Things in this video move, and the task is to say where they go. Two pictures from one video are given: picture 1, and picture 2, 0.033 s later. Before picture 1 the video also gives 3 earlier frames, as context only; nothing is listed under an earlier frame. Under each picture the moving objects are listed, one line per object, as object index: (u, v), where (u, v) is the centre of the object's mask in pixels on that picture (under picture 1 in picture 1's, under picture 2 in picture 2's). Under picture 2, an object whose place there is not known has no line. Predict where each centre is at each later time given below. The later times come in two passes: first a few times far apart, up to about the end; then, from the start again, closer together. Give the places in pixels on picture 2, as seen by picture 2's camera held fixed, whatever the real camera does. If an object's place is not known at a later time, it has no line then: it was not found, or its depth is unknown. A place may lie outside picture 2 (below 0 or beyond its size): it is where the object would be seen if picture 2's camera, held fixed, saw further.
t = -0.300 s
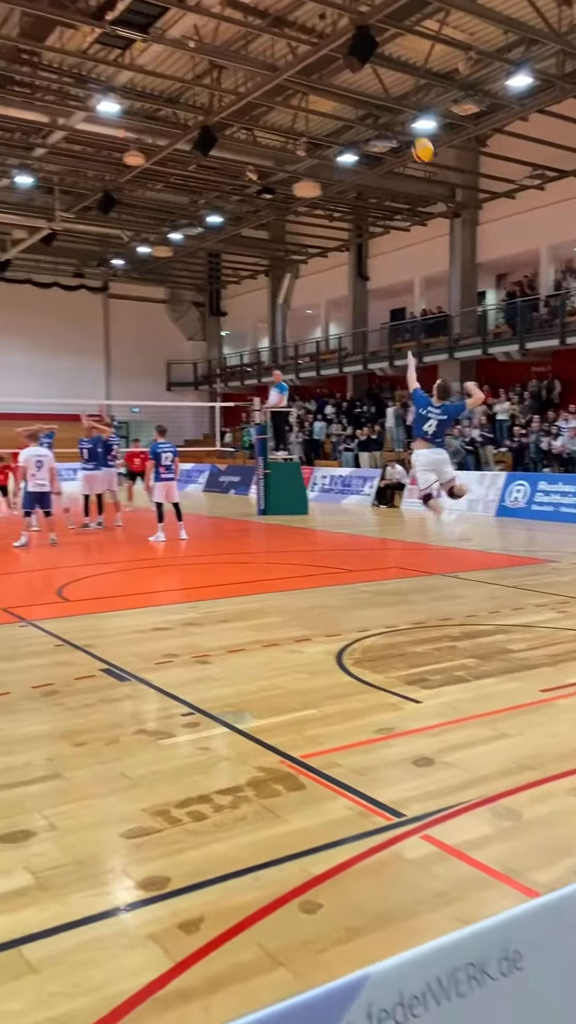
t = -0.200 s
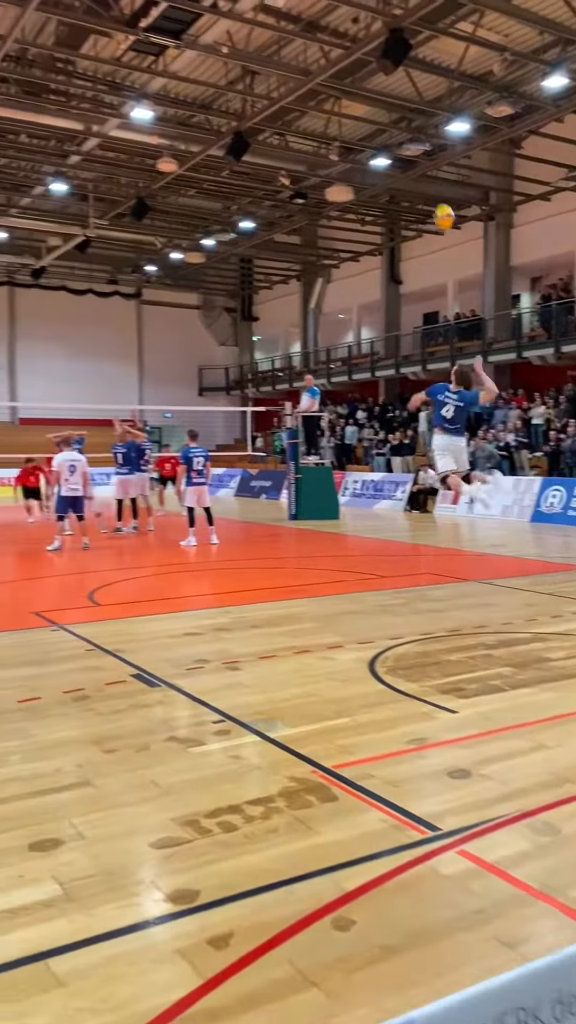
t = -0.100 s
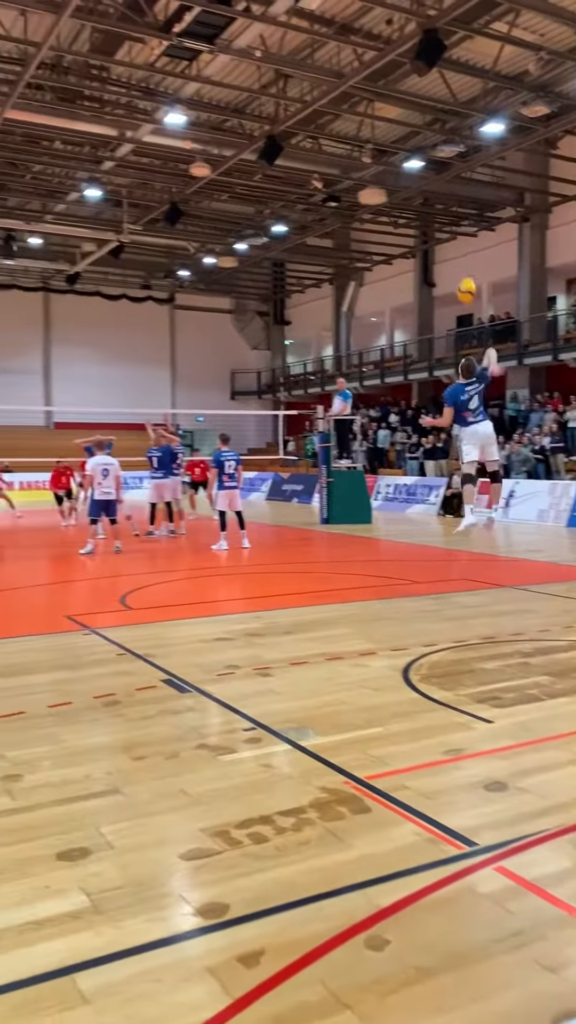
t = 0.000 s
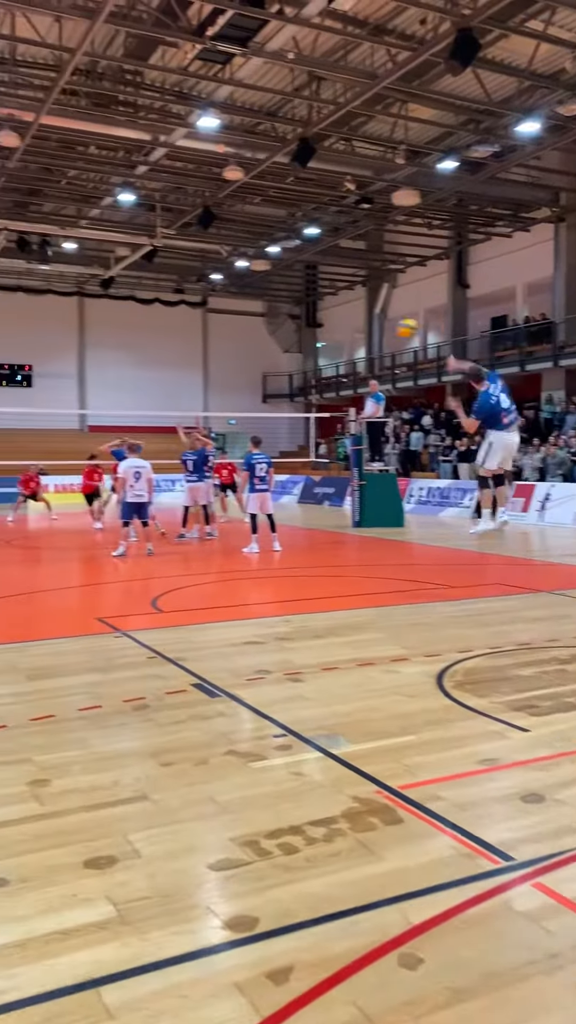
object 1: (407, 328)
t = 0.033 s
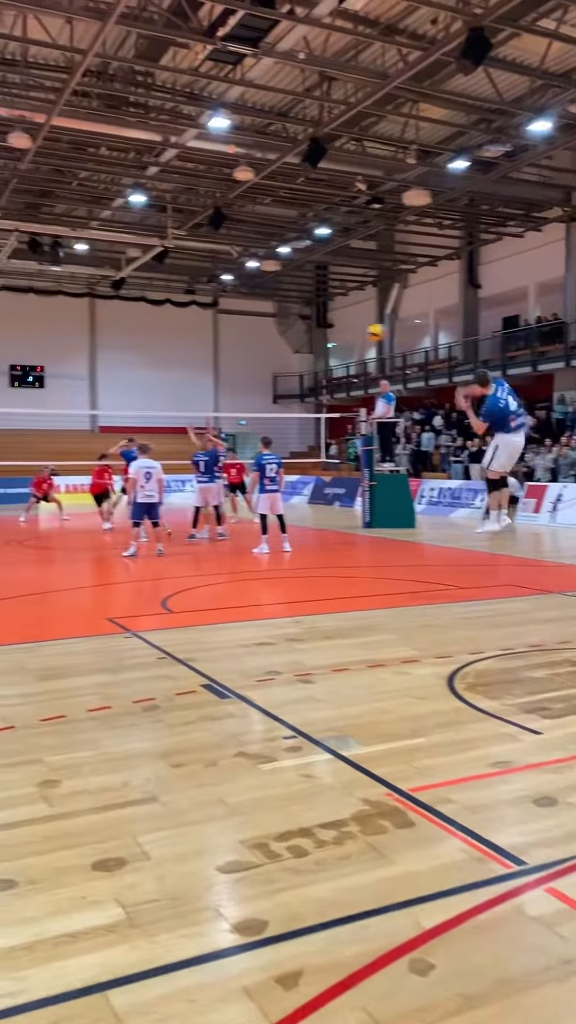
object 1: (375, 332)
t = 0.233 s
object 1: (217, 378)
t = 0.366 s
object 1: (158, 418)
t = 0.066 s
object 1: (339, 339)
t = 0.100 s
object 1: (308, 345)
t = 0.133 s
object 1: (281, 352)
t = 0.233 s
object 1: (217, 378)
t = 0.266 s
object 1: (200, 389)
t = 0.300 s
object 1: (184, 398)
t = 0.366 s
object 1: (158, 418)
